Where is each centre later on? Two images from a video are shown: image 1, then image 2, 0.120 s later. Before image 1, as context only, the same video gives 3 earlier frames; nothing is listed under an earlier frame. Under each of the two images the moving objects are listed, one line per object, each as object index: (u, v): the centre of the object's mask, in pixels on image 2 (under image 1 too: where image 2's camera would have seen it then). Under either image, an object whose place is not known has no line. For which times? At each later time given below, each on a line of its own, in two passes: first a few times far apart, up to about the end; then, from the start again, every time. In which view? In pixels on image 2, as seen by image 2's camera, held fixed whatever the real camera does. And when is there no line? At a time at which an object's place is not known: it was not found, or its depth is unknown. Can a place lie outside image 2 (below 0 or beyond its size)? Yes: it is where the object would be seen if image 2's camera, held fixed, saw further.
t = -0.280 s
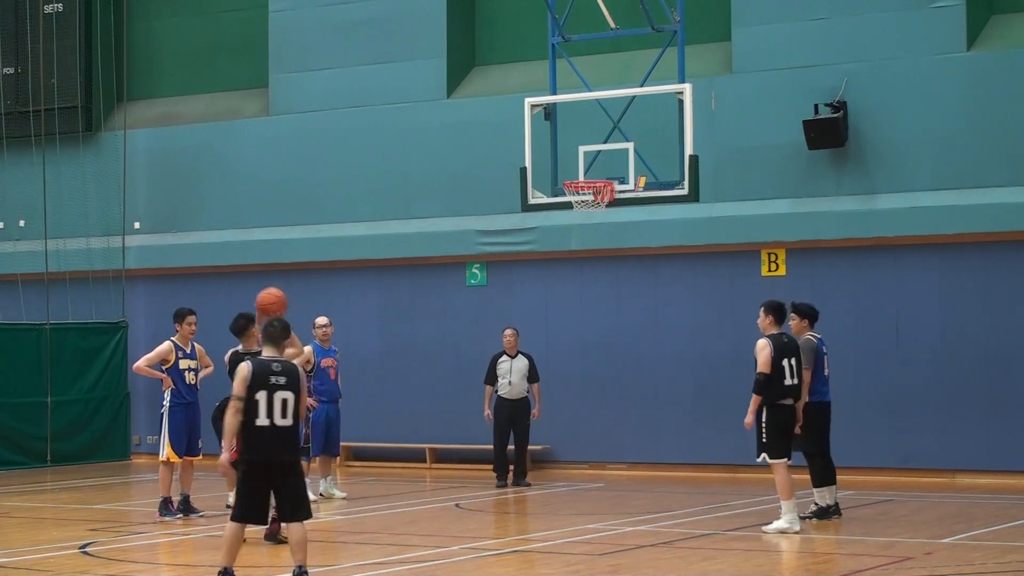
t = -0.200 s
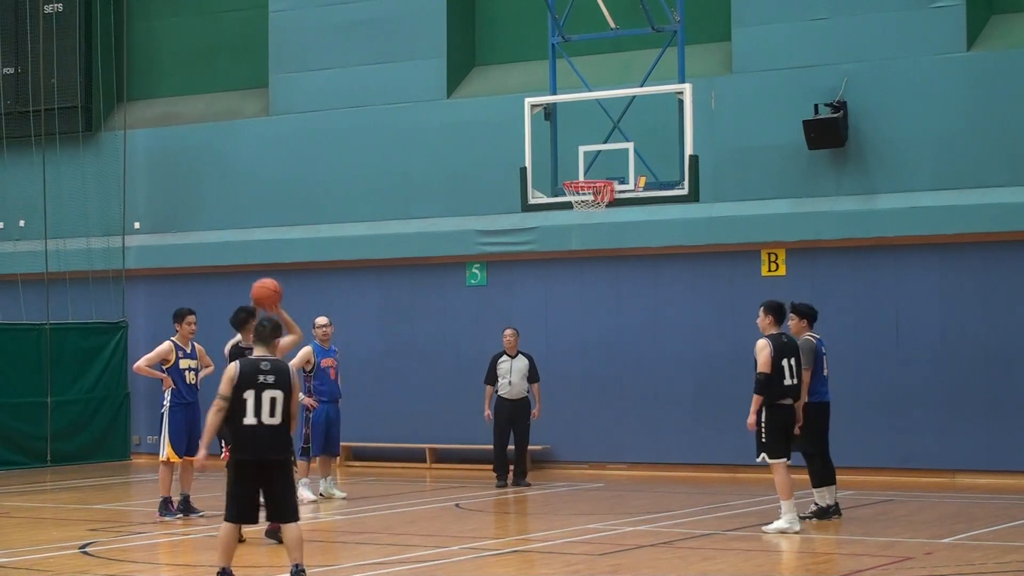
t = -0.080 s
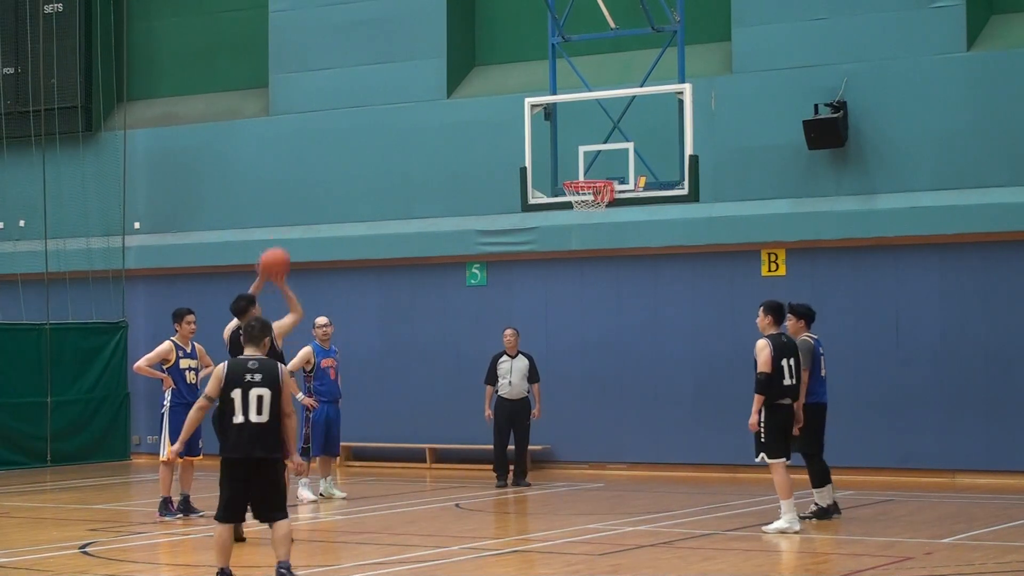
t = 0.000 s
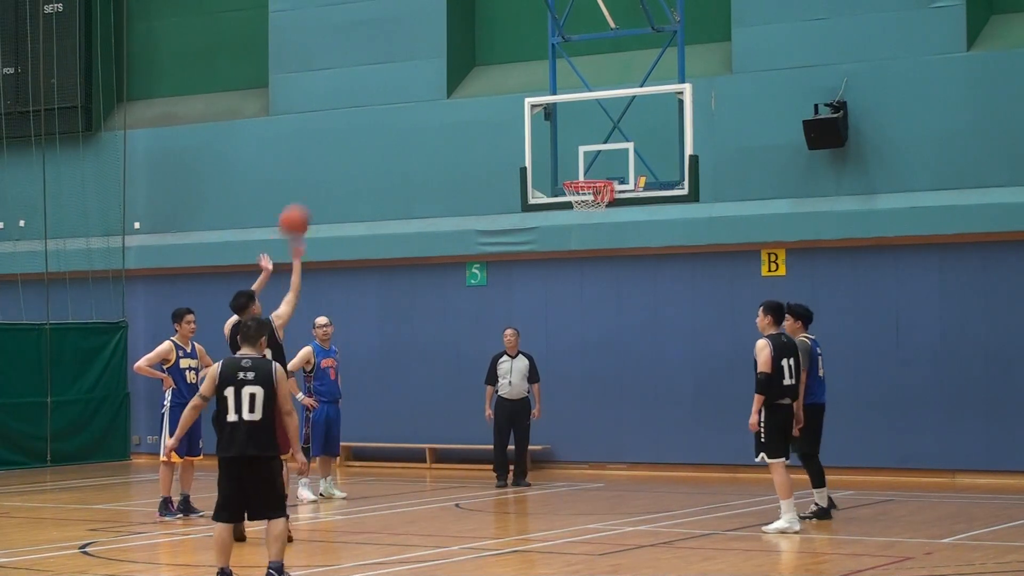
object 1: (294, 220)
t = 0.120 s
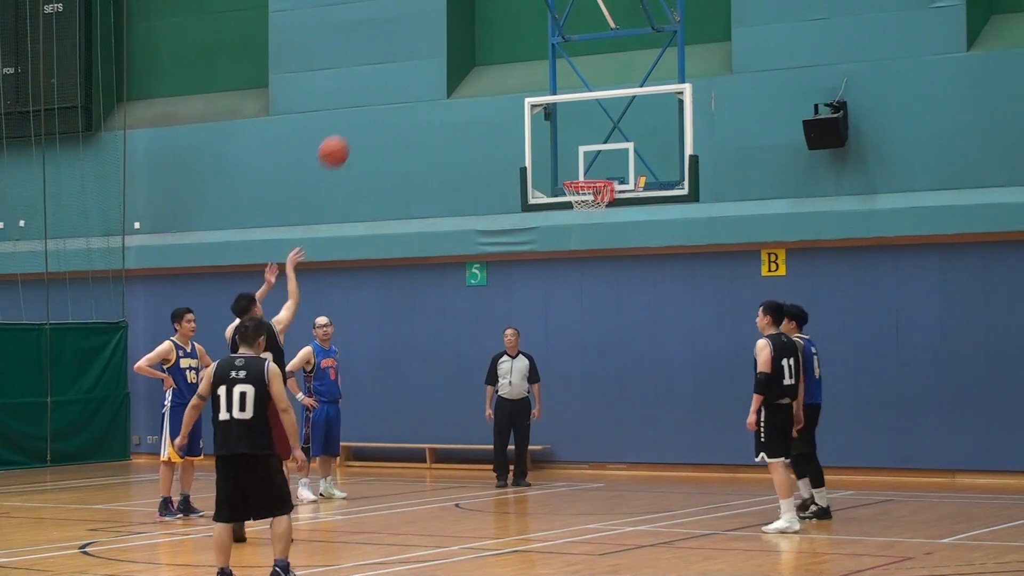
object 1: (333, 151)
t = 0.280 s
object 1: (383, 90)
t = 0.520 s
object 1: (452, 56)
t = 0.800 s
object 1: (524, 93)
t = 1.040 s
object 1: (582, 183)
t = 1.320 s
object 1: (640, 322)
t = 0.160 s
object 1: (346, 133)
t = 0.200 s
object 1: (359, 116)
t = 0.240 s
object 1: (371, 102)
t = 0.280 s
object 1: (383, 90)
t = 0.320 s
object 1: (395, 80)
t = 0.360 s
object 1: (406, 71)
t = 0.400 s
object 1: (418, 65)
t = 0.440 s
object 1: (430, 60)
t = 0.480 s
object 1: (441, 57)
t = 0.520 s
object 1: (452, 56)
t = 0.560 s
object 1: (462, 56)
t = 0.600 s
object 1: (473, 59)
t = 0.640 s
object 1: (484, 63)
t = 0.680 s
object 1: (494, 68)
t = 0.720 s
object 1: (504, 75)
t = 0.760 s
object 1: (514, 83)
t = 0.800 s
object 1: (524, 93)
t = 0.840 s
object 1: (534, 106)
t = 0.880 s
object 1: (544, 119)
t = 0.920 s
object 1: (553, 133)
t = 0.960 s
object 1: (562, 149)
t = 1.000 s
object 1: (571, 167)
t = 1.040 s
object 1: (582, 183)
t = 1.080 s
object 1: (590, 200)
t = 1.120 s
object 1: (599, 218)
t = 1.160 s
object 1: (607, 235)
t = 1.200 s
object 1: (614, 254)
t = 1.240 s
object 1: (623, 274)
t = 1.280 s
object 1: (631, 296)
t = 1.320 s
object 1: (640, 322)
